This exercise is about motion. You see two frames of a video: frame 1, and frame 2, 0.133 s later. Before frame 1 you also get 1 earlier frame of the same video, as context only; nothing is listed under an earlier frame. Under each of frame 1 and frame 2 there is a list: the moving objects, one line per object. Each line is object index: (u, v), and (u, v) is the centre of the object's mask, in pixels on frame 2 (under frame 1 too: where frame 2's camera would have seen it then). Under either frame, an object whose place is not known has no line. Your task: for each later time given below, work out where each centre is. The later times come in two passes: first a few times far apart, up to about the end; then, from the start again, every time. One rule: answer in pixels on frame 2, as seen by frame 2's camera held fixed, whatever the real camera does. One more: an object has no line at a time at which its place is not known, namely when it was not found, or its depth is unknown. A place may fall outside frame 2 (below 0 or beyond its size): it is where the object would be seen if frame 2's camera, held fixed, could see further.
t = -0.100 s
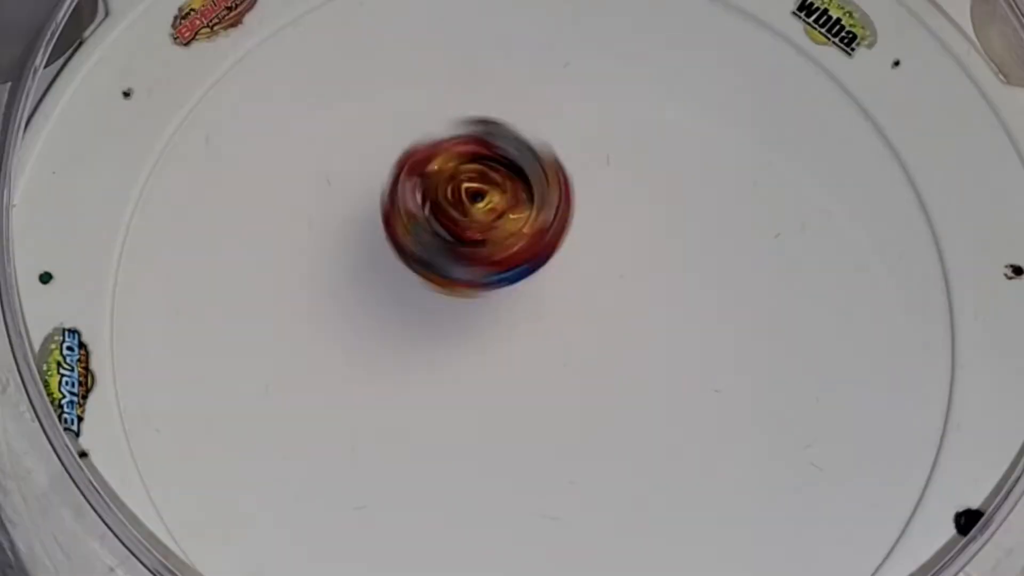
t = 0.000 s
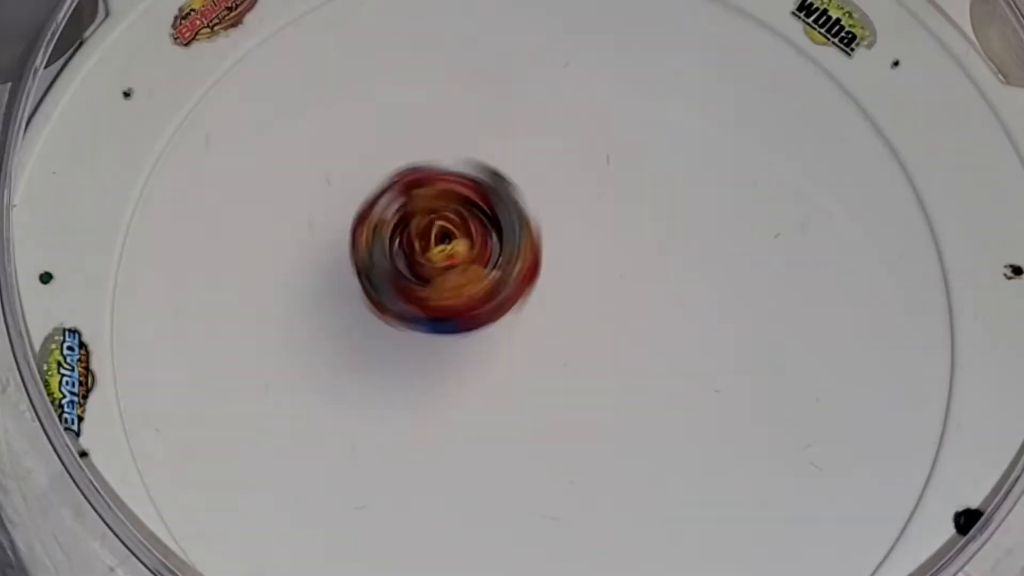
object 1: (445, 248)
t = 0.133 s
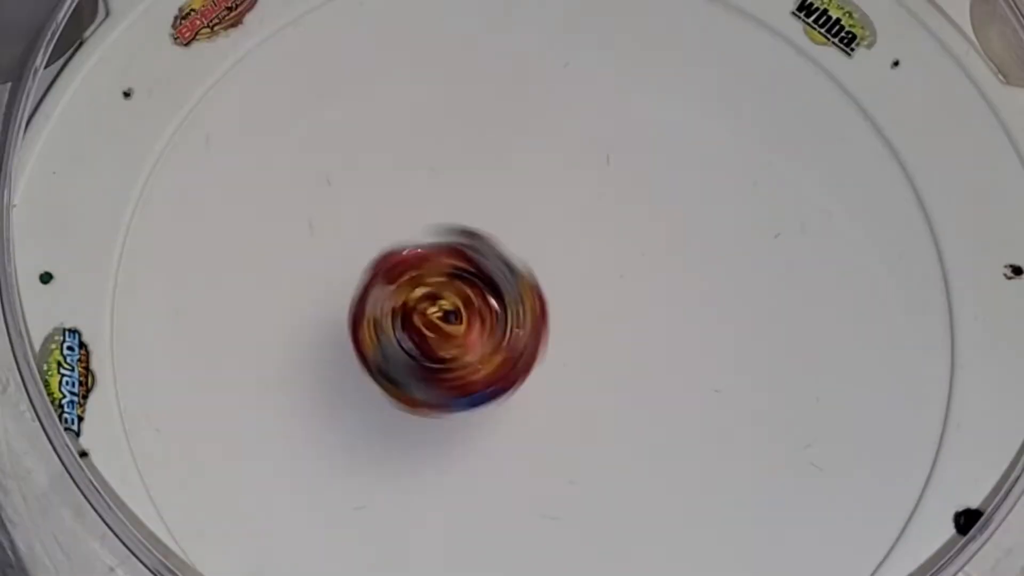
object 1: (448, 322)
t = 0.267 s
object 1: (502, 369)
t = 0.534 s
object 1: (640, 320)
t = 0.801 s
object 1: (603, 196)
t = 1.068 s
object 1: (468, 218)
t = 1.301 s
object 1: (476, 344)
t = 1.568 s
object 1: (615, 351)
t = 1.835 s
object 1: (627, 225)
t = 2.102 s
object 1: (498, 195)
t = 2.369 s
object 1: (454, 309)
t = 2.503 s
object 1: (508, 361)
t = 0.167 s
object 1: (456, 338)
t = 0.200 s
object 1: (472, 350)
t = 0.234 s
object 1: (487, 363)
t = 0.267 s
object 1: (502, 369)
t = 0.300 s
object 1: (526, 375)
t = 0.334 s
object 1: (545, 376)
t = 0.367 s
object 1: (563, 373)
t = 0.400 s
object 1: (586, 369)
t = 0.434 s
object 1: (602, 360)
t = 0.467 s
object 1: (616, 346)
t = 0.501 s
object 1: (631, 335)
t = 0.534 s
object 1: (640, 320)
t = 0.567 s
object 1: (647, 300)
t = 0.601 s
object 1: (651, 286)
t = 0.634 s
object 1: (650, 268)
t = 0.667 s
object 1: (647, 247)
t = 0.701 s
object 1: (640, 234)
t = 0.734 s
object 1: (629, 219)
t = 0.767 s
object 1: (619, 204)
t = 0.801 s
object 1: (603, 196)
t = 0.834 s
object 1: (584, 187)
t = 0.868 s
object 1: (569, 182)
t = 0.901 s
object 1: (549, 181)
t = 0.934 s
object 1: (528, 182)
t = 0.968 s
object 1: (514, 187)
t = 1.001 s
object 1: (495, 195)
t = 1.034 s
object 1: (479, 204)
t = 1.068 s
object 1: (468, 218)
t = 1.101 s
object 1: (457, 233)
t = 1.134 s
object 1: (449, 245)
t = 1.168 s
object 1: (446, 265)
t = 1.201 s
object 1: (445, 283)
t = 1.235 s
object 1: (448, 297)
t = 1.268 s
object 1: (454, 317)
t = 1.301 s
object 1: (476, 344)
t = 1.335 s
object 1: (491, 359)
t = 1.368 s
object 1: (506, 367)
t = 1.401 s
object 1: (528, 371)
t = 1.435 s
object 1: (547, 375)
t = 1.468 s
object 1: (564, 373)
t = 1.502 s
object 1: (586, 367)
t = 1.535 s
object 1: (602, 361)
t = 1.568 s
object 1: (615, 351)
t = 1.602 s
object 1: (632, 336)
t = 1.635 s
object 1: (639, 322)
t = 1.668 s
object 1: (644, 306)
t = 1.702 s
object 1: (650, 288)
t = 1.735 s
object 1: (648, 272)
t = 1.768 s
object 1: (642, 253)
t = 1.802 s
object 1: (639, 239)
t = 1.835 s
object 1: (627, 225)
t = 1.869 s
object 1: (613, 210)
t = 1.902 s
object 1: (602, 201)
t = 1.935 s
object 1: (585, 194)
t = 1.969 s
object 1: (565, 186)
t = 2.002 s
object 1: (551, 185)
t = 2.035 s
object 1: (531, 185)
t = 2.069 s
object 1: (512, 187)
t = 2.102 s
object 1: (498, 195)
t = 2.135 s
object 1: (481, 205)
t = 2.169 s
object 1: (467, 214)
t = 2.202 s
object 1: (460, 229)
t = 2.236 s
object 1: (451, 246)
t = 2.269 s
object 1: (445, 259)
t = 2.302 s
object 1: (447, 277)
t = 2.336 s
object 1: (449, 296)
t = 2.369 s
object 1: (454, 309)
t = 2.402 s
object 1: (465, 327)
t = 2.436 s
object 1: (476, 340)
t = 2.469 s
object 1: (489, 349)
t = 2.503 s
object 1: (508, 361)
